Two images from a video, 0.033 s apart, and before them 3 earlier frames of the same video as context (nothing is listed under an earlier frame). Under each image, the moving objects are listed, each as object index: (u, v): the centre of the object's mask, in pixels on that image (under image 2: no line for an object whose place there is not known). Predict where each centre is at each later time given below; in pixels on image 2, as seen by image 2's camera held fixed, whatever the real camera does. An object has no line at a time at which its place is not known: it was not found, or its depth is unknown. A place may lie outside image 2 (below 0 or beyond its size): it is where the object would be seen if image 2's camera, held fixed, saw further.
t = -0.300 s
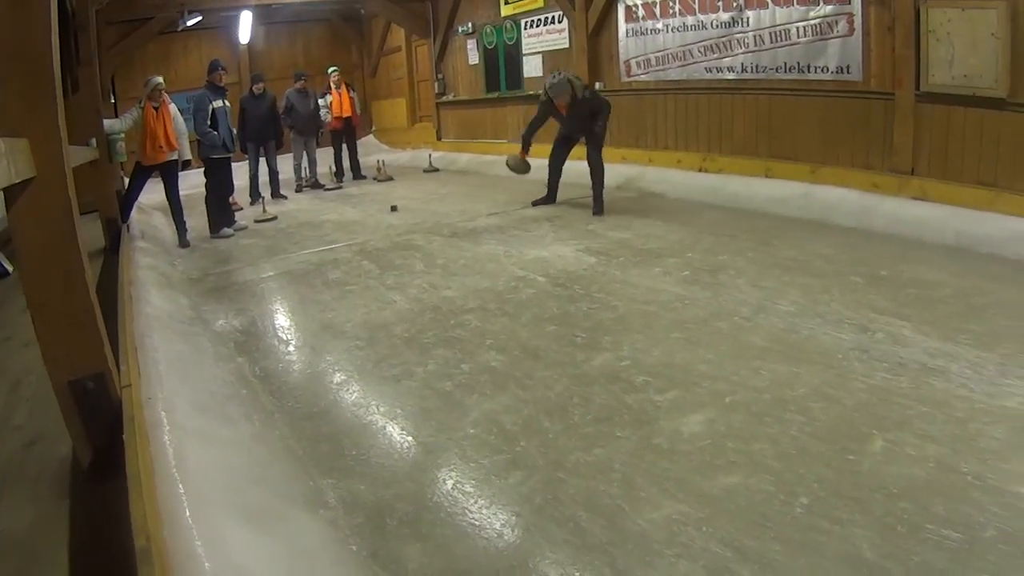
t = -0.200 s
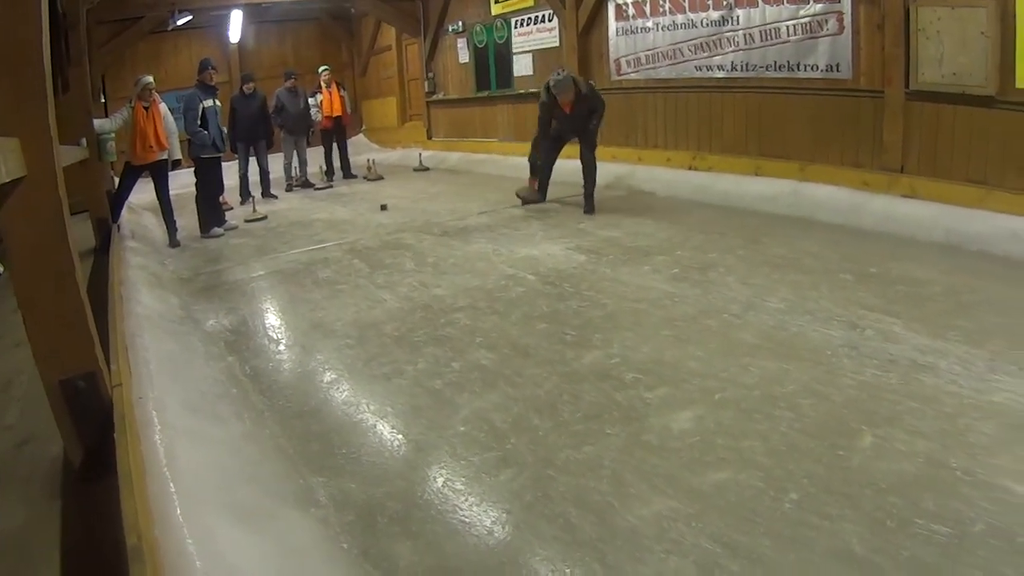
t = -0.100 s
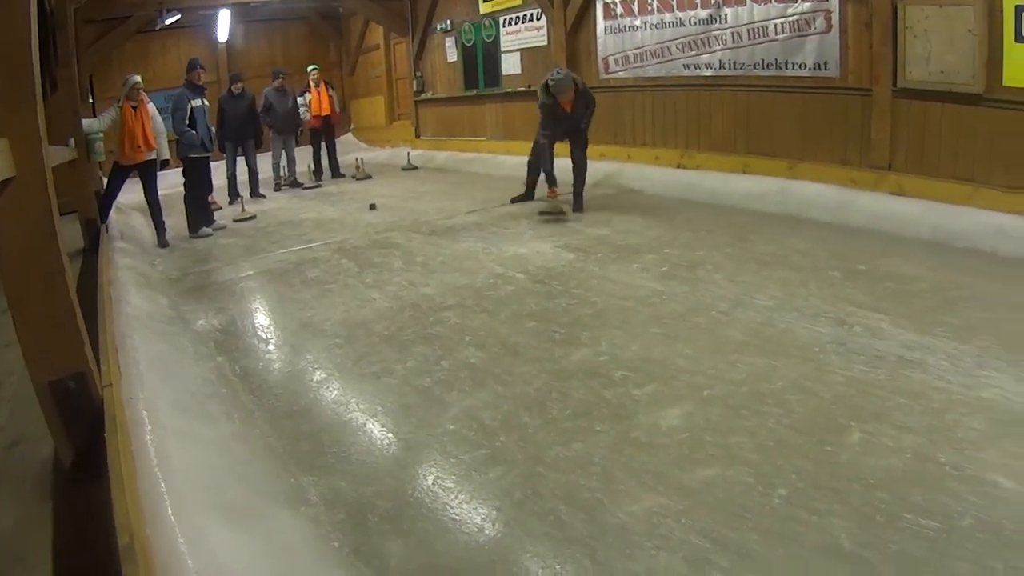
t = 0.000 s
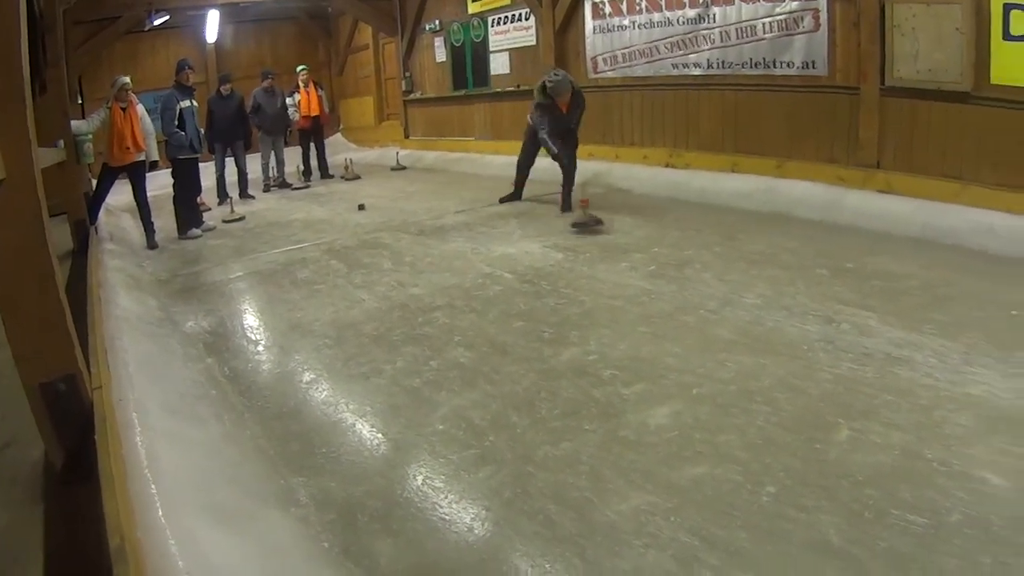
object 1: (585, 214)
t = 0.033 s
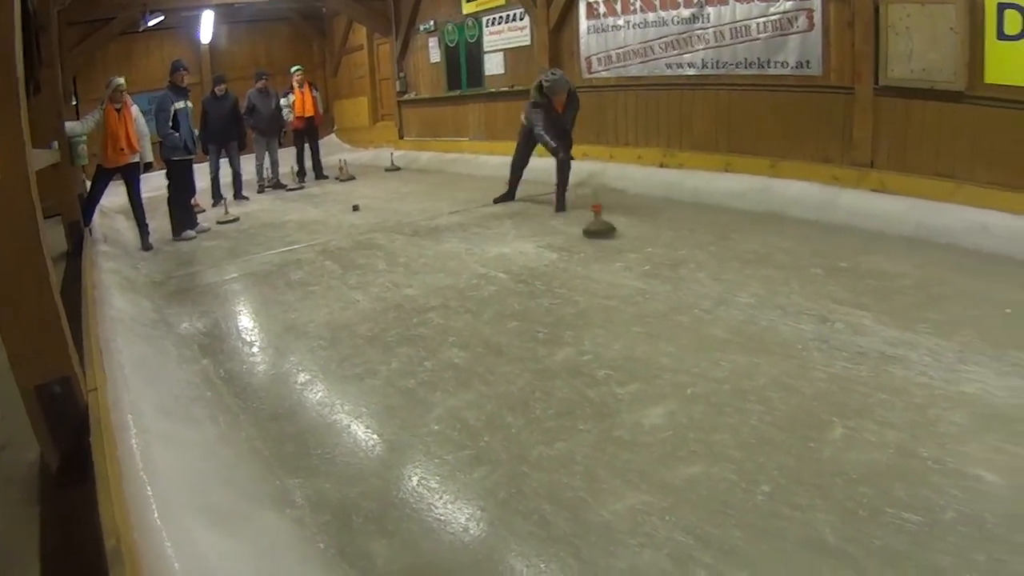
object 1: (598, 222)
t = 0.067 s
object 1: (615, 228)
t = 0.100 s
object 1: (632, 232)
